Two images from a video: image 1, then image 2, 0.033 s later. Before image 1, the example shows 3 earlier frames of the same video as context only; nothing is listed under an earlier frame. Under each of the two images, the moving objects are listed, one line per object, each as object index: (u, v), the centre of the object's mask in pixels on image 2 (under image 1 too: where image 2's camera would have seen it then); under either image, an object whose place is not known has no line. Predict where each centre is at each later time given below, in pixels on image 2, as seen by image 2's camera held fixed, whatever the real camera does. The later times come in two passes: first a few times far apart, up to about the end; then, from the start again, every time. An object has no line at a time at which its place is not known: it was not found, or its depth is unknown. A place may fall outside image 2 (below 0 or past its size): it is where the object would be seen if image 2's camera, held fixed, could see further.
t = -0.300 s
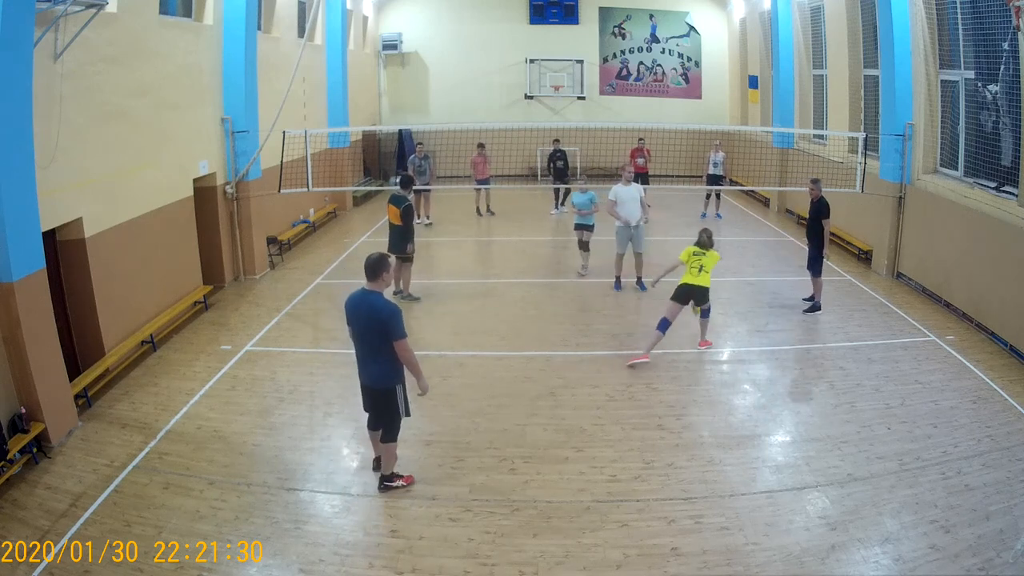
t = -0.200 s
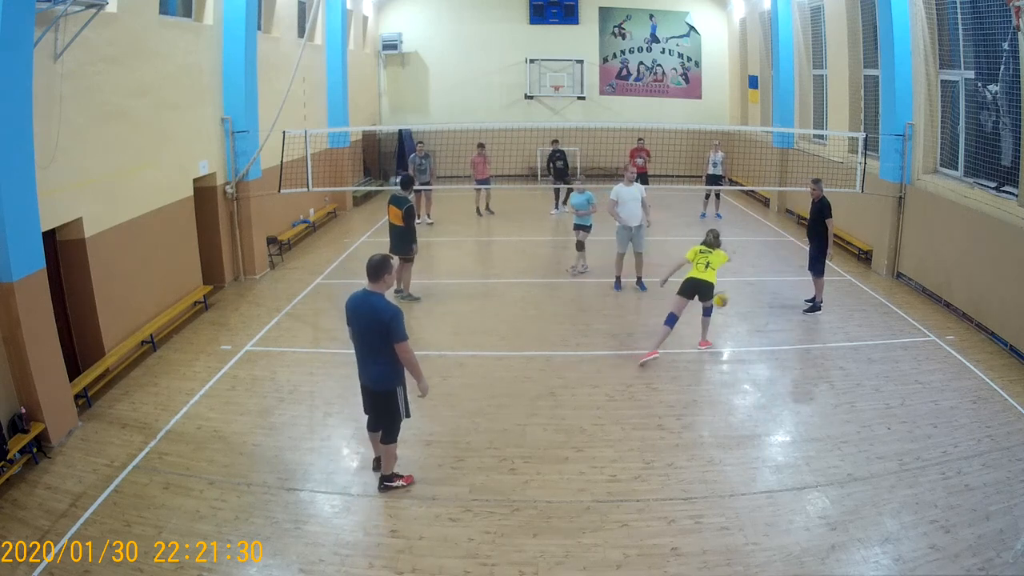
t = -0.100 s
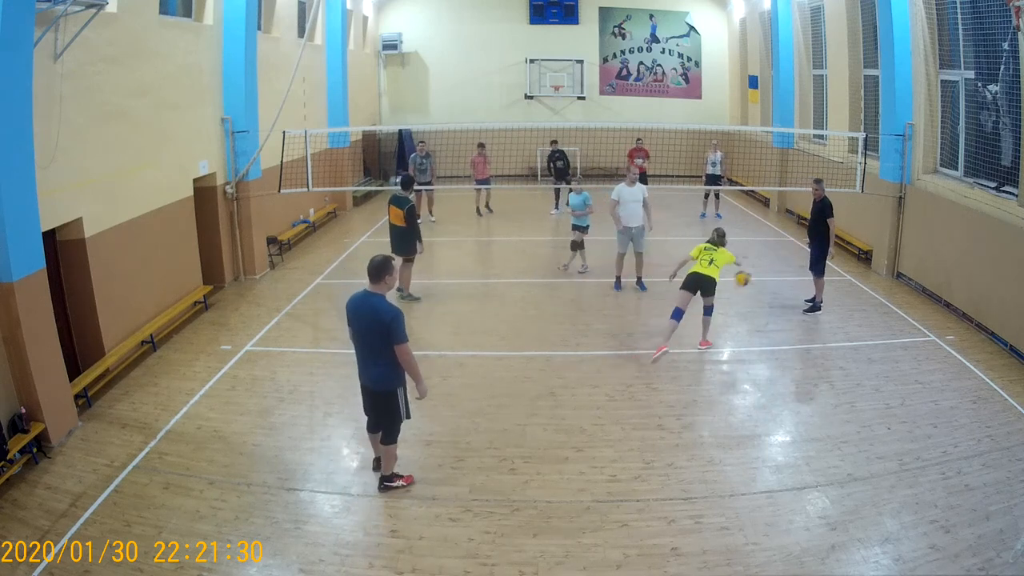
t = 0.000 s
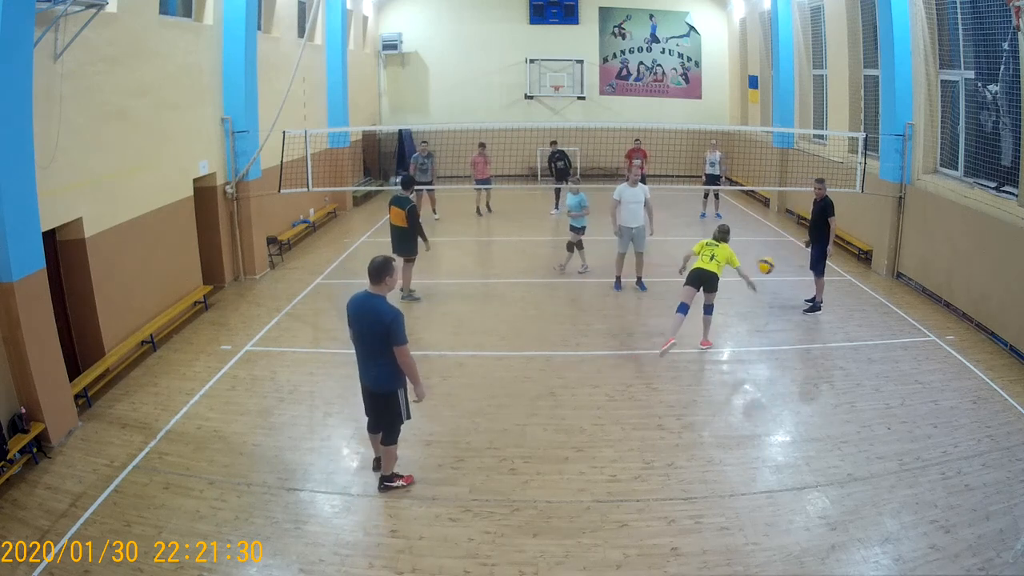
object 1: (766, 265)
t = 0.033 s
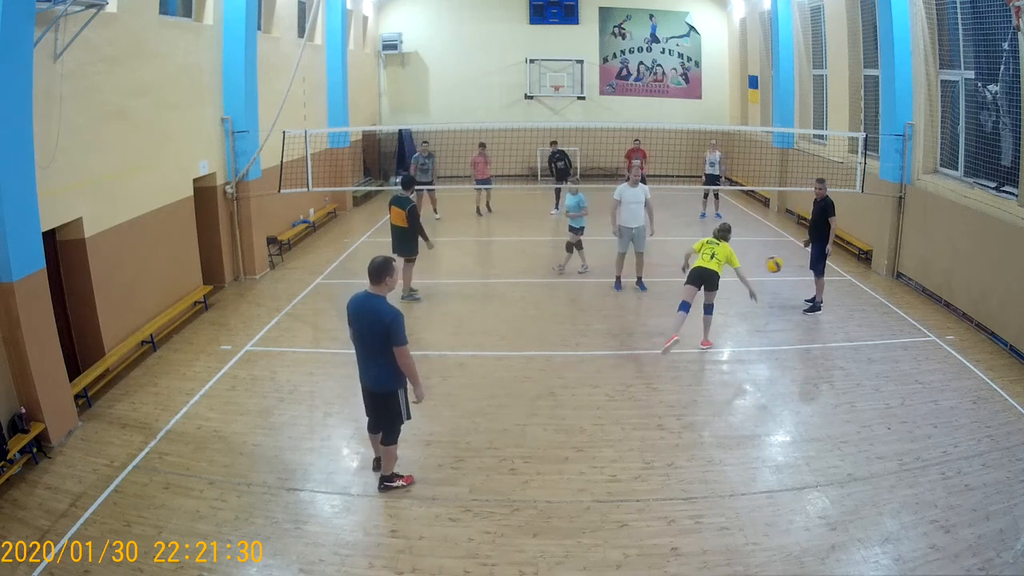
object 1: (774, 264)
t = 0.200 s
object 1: (814, 269)
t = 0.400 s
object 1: (856, 307)
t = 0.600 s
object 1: (894, 351)
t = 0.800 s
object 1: (938, 327)
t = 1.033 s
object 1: (981, 339)
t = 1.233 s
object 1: (1007, 386)
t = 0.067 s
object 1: (781, 263)
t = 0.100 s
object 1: (789, 263)
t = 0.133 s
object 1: (797, 265)
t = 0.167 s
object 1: (804, 266)
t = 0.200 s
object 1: (814, 269)
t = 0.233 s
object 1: (820, 272)
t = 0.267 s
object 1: (828, 277)
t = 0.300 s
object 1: (836, 283)
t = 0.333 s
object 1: (842, 289)
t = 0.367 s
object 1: (850, 297)
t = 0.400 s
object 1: (856, 307)
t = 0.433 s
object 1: (862, 315)
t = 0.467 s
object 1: (869, 326)
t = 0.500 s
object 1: (875, 337)
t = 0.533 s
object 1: (880, 348)
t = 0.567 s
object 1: (886, 358)
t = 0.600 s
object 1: (894, 351)
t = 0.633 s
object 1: (901, 346)
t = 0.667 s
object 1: (909, 341)
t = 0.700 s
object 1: (916, 336)
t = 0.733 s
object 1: (923, 332)
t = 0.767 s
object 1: (931, 329)
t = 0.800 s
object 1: (938, 327)
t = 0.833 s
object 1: (944, 326)
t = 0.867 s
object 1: (951, 326)
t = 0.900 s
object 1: (958, 326)
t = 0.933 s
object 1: (963, 328)
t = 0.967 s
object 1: (969, 331)
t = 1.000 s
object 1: (975, 335)
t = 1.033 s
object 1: (981, 339)
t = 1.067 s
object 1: (986, 345)
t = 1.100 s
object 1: (991, 351)
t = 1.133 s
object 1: (996, 359)
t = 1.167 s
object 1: (1000, 368)
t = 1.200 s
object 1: (1003, 376)
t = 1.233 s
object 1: (1007, 386)
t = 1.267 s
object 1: (1014, 388)
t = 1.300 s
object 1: (1018, 385)
